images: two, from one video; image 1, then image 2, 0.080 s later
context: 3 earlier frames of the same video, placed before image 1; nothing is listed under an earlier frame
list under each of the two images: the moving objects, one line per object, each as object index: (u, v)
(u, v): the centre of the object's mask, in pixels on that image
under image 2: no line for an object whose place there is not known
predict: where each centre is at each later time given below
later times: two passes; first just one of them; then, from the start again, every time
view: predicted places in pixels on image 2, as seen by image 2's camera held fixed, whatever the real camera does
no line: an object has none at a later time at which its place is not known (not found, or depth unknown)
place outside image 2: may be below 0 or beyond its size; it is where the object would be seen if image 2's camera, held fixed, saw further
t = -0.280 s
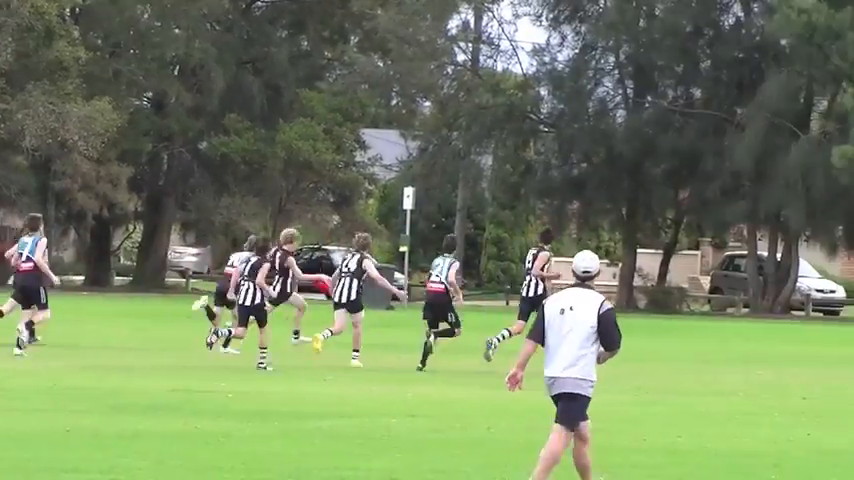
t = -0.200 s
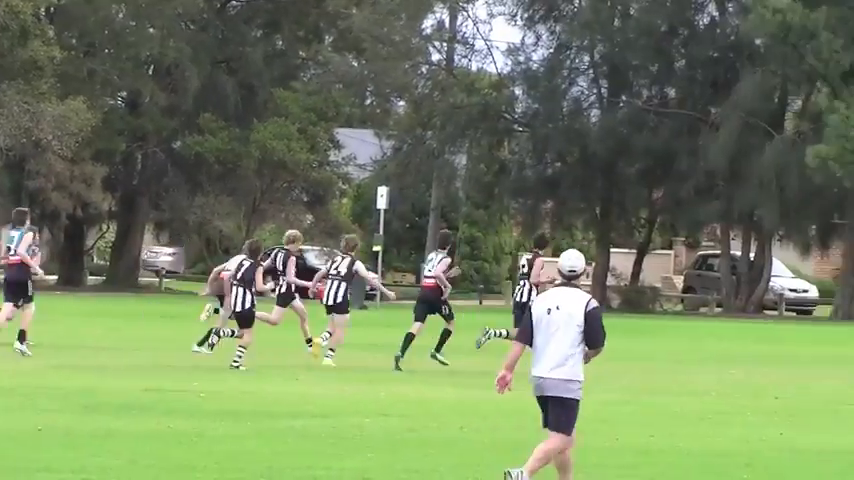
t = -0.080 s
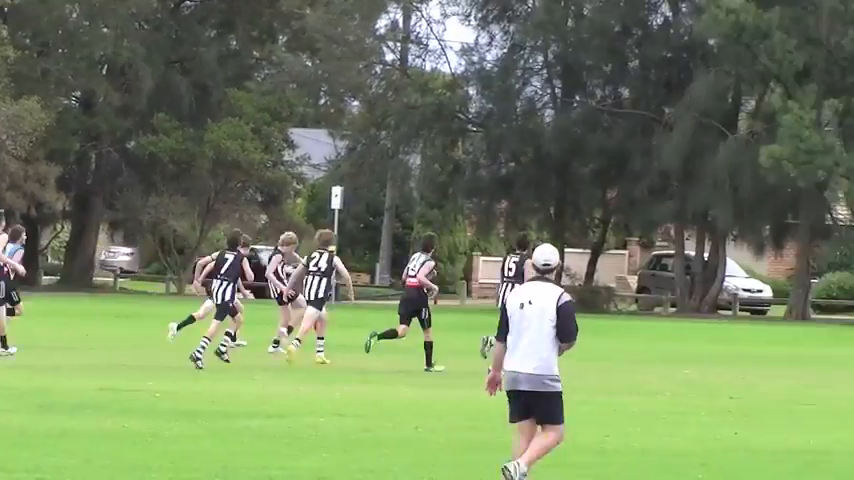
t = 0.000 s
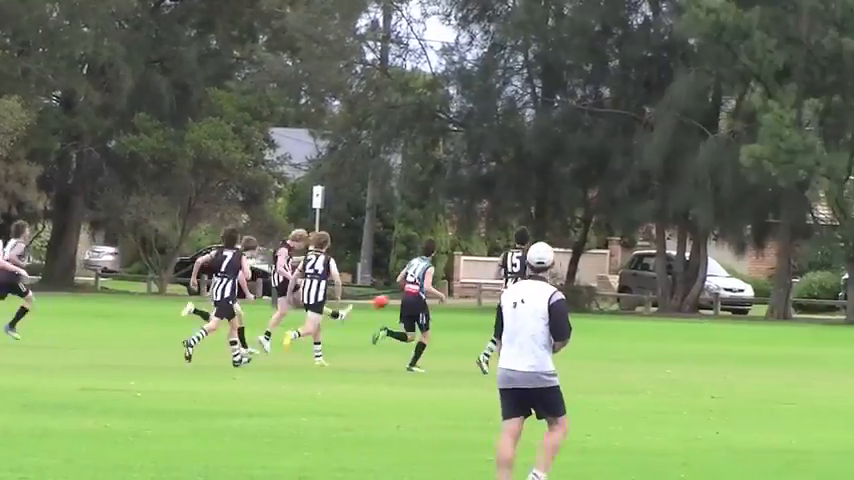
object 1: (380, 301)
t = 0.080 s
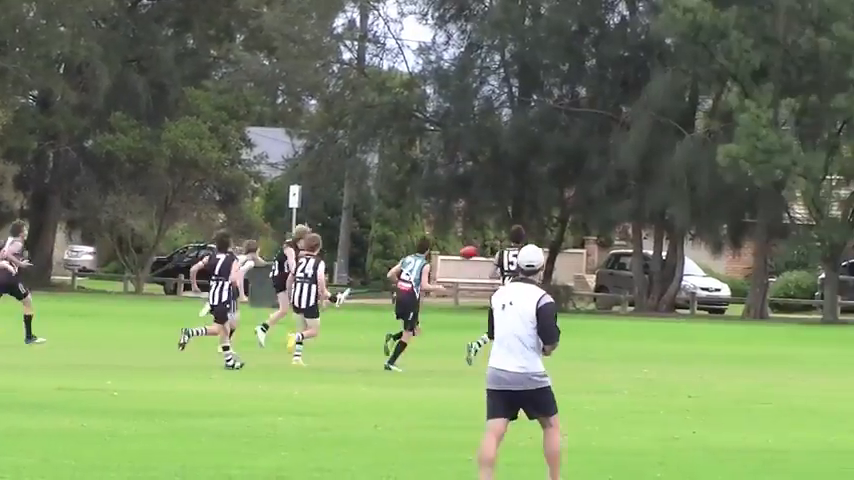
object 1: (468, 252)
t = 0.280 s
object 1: (729, 159)
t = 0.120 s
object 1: (519, 230)
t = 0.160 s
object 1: (573, 209)
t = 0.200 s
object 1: (626, 192)
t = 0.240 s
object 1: (678, 175)
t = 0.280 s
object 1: (729, 159)
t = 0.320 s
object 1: (779, 145)
